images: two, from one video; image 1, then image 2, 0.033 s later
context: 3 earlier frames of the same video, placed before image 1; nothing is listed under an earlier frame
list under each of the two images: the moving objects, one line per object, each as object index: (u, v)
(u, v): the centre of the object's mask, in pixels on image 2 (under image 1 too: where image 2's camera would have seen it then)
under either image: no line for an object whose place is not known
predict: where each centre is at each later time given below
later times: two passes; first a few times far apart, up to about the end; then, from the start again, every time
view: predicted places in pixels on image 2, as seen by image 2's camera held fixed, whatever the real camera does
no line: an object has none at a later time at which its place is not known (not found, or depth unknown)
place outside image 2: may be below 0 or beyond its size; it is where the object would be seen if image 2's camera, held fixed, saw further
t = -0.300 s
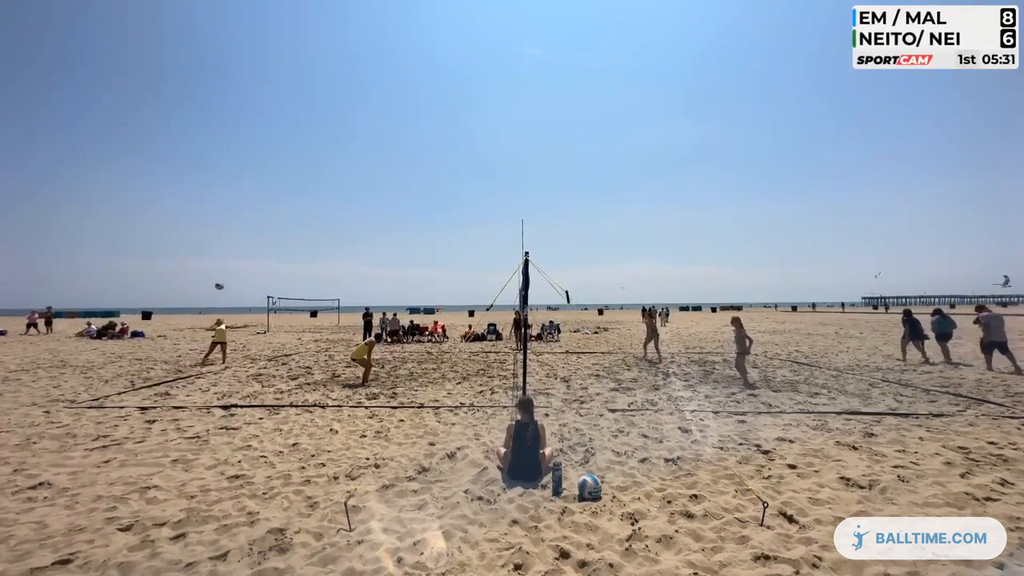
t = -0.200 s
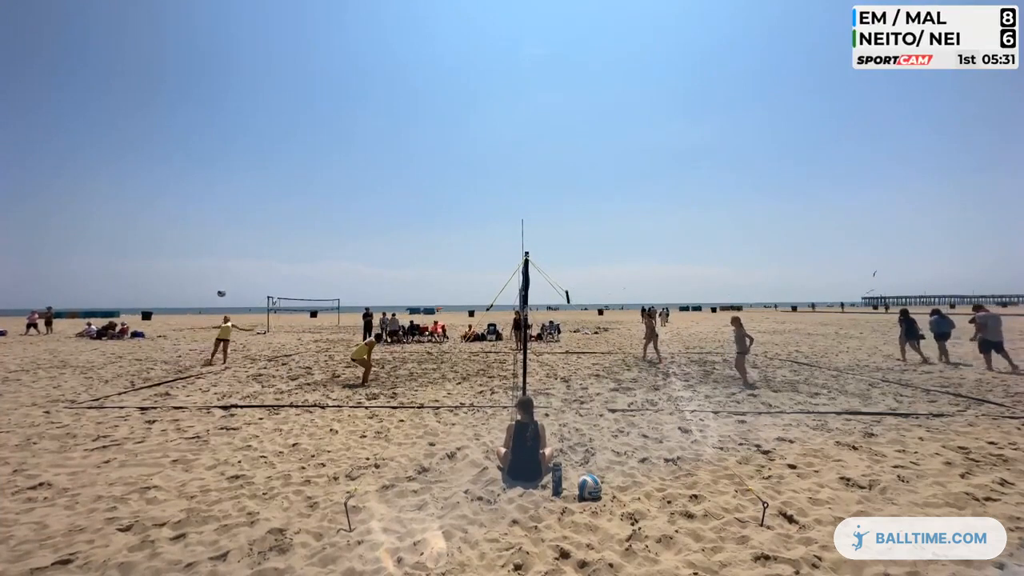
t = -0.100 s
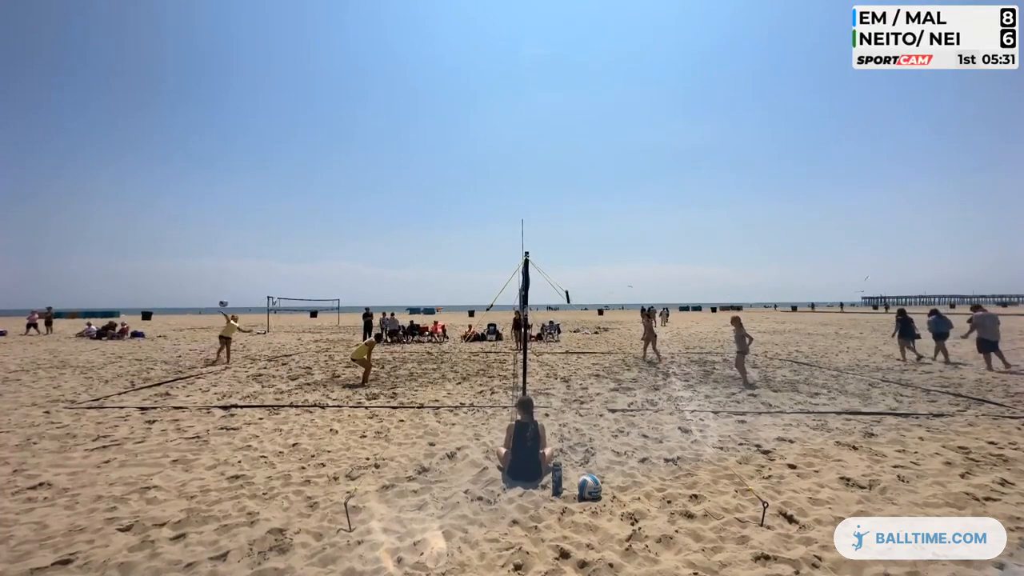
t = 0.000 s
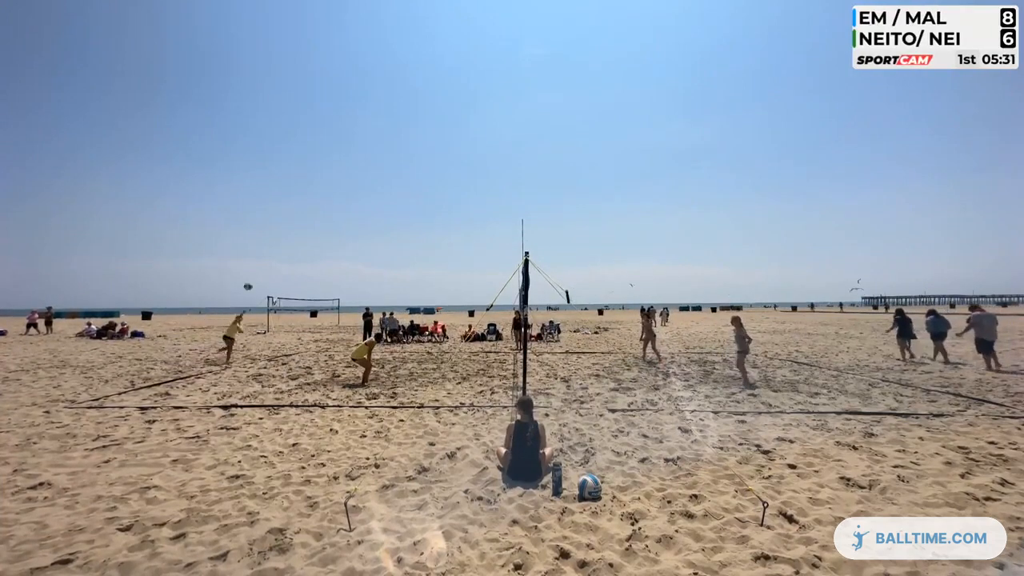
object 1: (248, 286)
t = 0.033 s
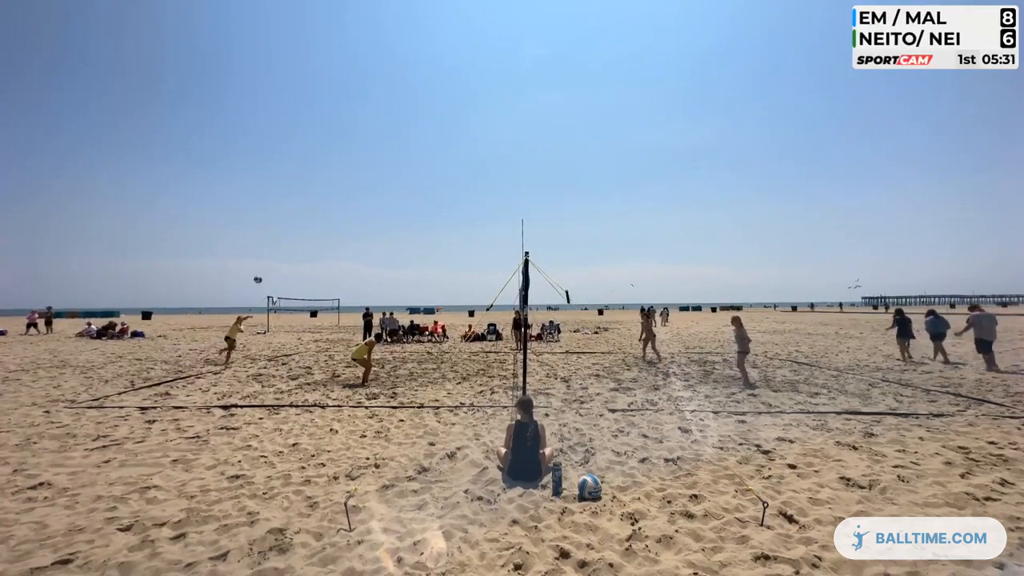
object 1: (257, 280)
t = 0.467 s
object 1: (399, 214)
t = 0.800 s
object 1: (520, 206)
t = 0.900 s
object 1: (559, 213)
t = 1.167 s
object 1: (671, 253)
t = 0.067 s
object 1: (267, 273)
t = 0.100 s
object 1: (278, 266)
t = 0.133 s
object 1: (288, 260)
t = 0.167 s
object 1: (299, 254)
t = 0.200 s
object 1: (309, 249)
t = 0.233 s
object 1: (320, 243)
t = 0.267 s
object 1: (331, 238)
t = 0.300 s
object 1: (342, 234)
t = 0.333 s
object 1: (353, 229)
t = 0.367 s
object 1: (365, 225)
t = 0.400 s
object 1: (376, 221)
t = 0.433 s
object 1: (387, 217)
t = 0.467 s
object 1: (399, 214)
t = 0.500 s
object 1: (410, 211)
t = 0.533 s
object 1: (422, 209)
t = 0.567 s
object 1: (434, 207)
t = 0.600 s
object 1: (446, 206)
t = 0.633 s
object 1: (458, 205)
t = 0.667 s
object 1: (470, 204)
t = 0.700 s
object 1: (482, 204)
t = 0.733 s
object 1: (495, 204)
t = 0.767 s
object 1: (507, 205)
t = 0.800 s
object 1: (520, 206)
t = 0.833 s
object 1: (533, 208)
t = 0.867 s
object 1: (546, 210)
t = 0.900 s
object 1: (559, 213)
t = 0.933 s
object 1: (572, 216)
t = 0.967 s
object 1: (586, 220)
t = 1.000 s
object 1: (599, 224)
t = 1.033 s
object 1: (613, 229)
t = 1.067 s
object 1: (627, 234)
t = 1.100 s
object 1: (642, 240)
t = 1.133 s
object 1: (656, 246)
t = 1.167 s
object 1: (671, 253)
